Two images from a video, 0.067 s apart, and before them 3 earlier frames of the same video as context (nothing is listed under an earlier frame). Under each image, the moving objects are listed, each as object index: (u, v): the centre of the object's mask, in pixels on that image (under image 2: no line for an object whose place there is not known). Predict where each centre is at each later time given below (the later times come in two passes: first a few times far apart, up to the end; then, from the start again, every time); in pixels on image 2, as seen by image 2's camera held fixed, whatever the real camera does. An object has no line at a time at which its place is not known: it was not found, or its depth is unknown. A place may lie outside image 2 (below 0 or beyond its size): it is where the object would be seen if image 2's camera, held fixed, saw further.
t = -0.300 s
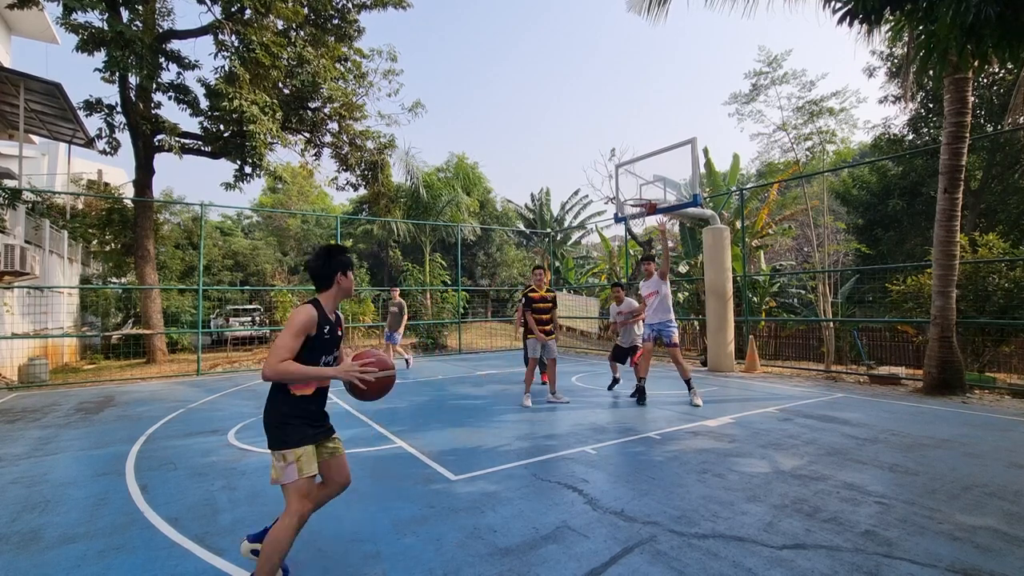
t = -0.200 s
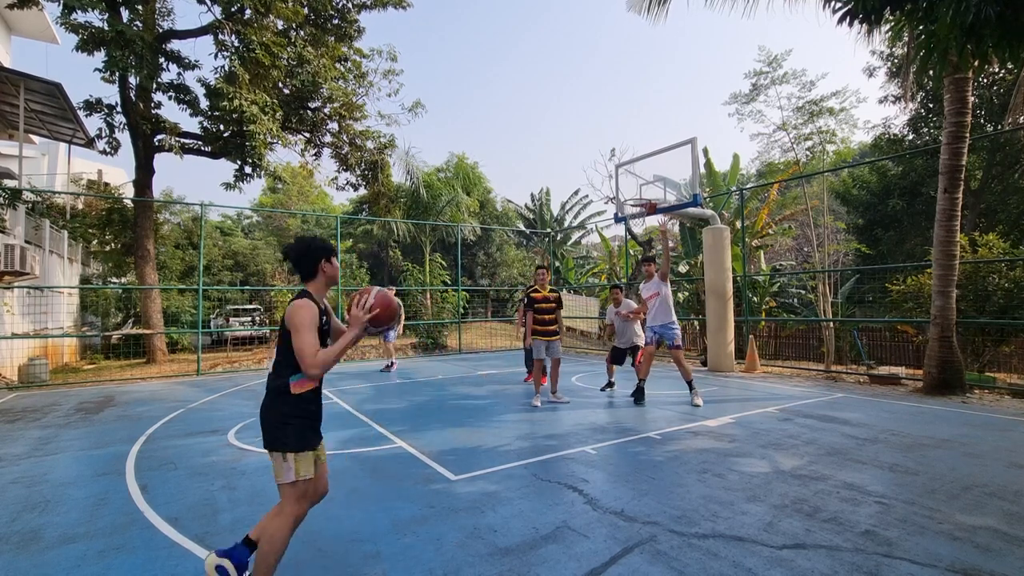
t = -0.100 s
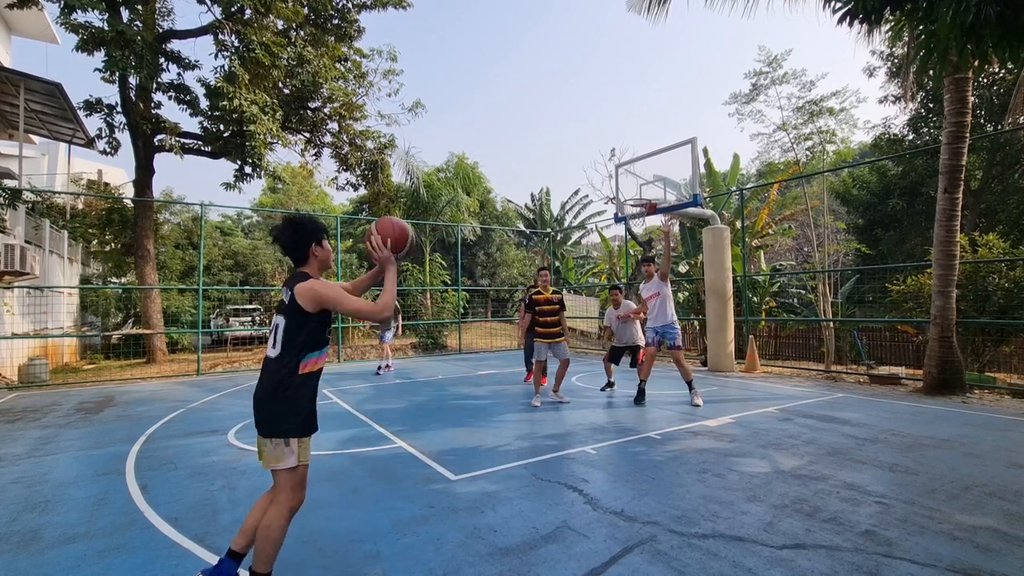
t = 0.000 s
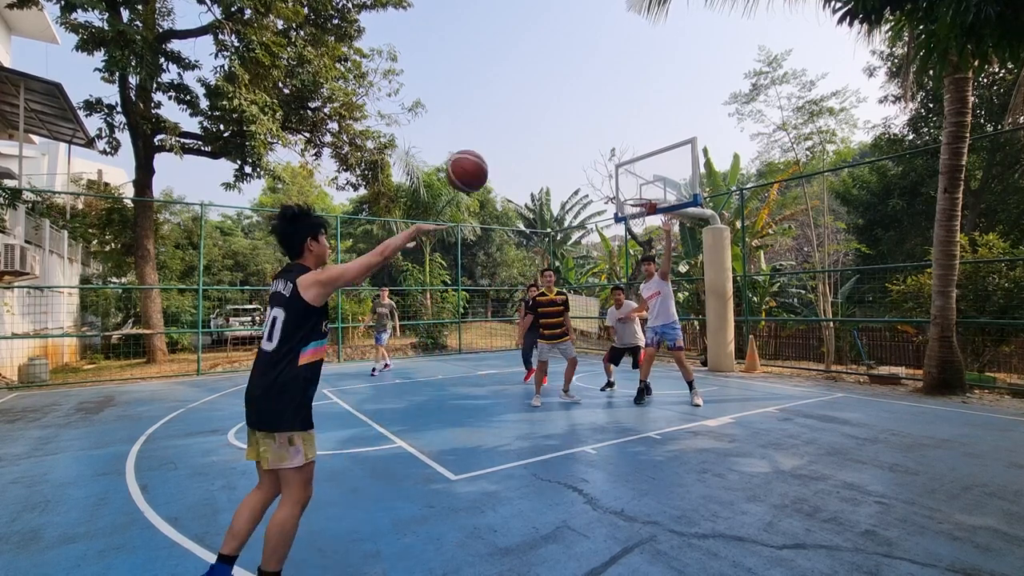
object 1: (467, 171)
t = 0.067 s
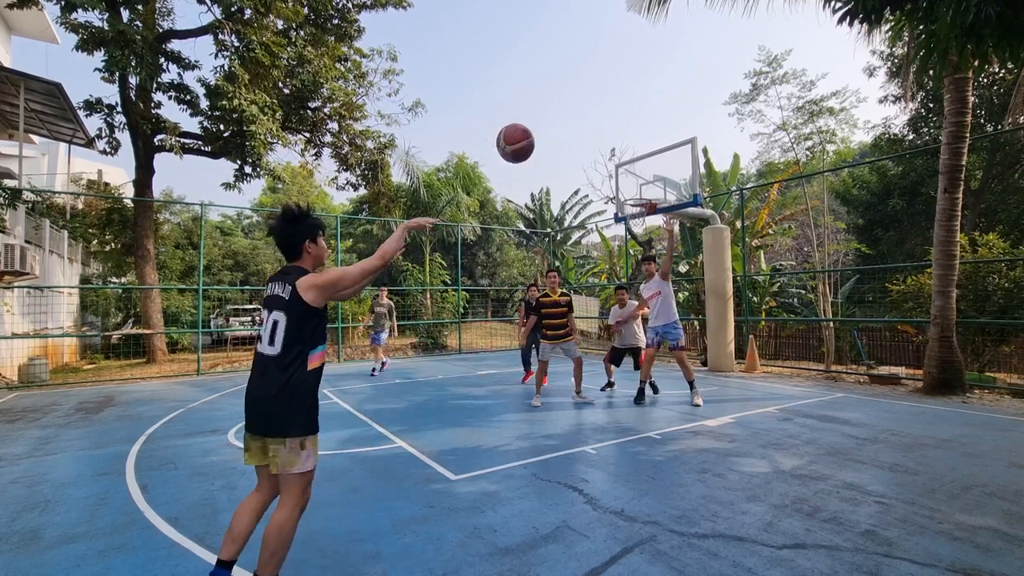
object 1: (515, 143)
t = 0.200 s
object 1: (589, 117)
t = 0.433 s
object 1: (676, 131)
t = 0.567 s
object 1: (711, 159)
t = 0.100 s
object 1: (536, 133)
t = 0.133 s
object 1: (555, 126)
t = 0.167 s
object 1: (573, 120)
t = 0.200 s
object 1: (589, 117)
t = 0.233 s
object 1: (605, 115)
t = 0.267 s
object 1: (619, 115)
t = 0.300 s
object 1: (632, 116)
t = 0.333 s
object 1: (644, 118)
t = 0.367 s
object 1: (655, 121)
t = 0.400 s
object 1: (666, 126)
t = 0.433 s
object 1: (676, 131)
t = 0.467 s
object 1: (686, 137)
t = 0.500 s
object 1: (695, 143)
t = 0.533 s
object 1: (703, 151)
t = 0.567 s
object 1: (711, 159)
